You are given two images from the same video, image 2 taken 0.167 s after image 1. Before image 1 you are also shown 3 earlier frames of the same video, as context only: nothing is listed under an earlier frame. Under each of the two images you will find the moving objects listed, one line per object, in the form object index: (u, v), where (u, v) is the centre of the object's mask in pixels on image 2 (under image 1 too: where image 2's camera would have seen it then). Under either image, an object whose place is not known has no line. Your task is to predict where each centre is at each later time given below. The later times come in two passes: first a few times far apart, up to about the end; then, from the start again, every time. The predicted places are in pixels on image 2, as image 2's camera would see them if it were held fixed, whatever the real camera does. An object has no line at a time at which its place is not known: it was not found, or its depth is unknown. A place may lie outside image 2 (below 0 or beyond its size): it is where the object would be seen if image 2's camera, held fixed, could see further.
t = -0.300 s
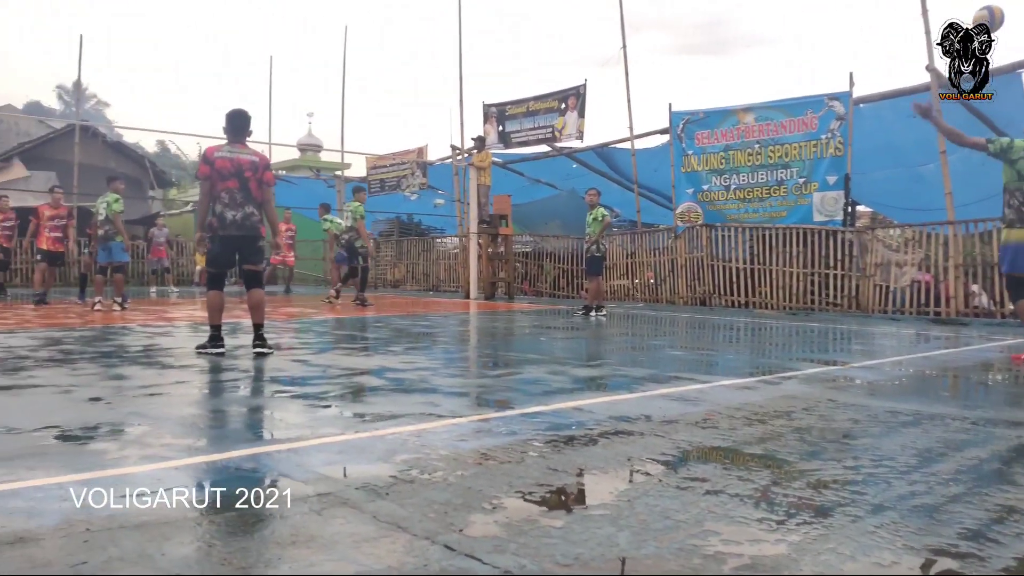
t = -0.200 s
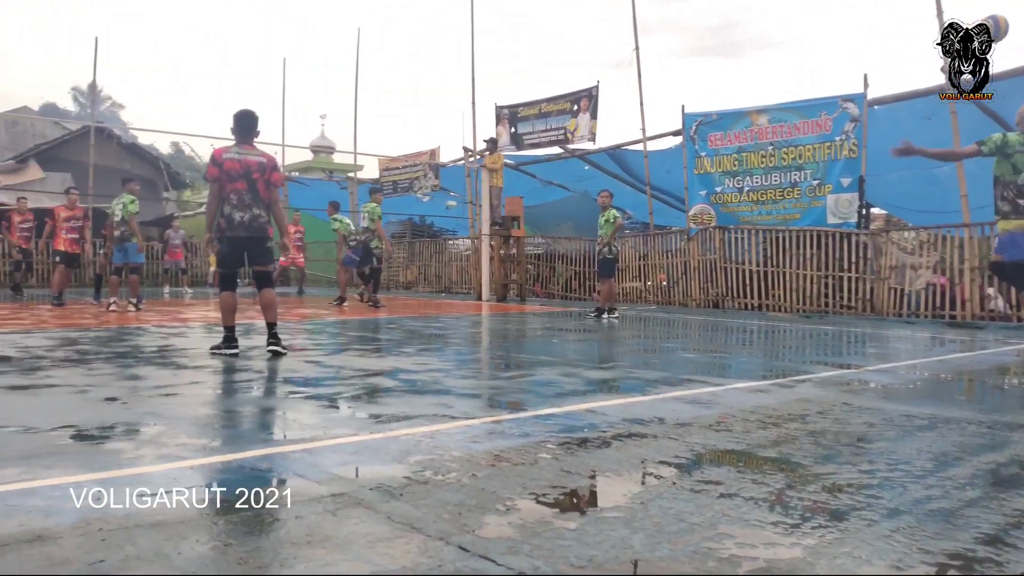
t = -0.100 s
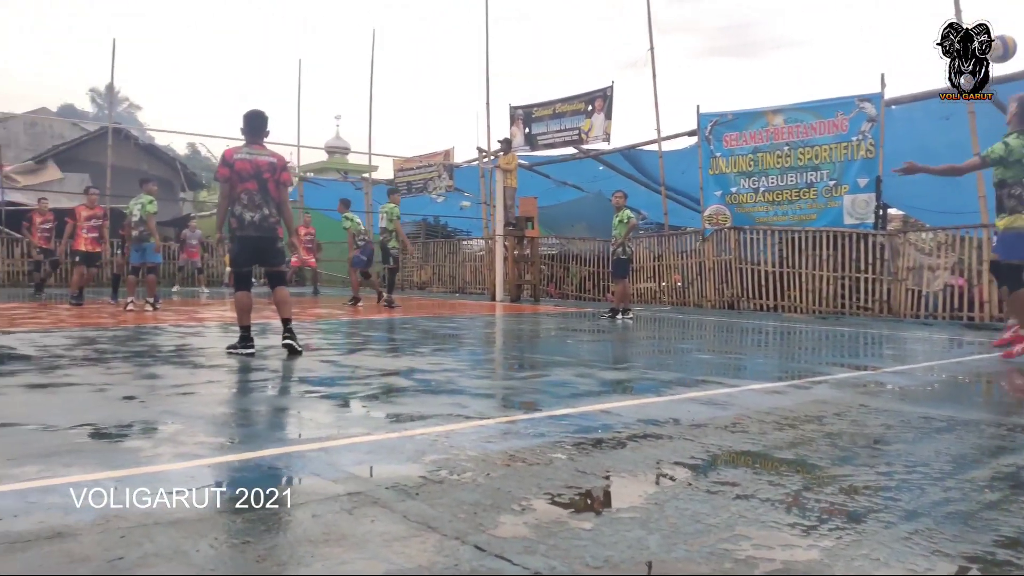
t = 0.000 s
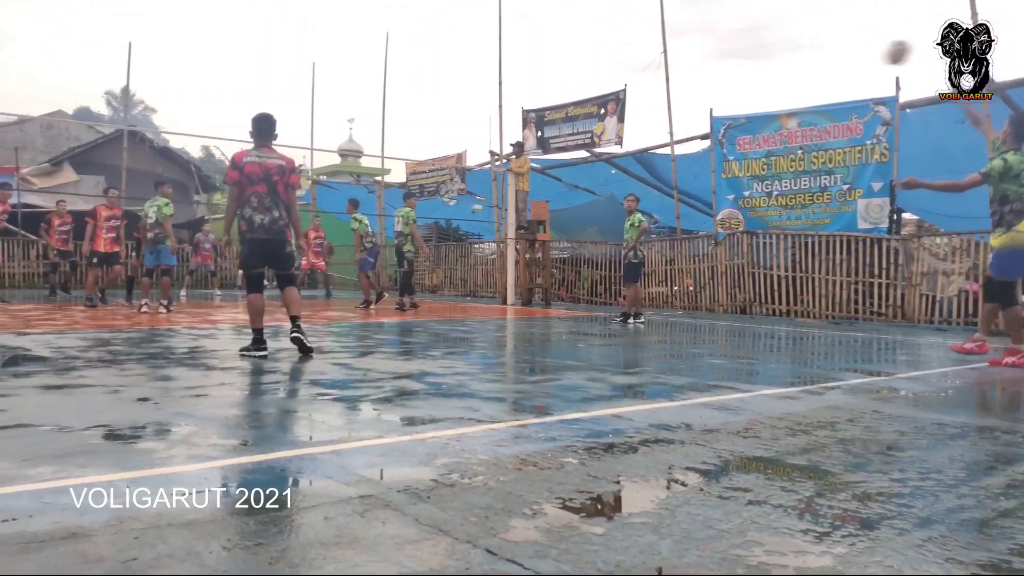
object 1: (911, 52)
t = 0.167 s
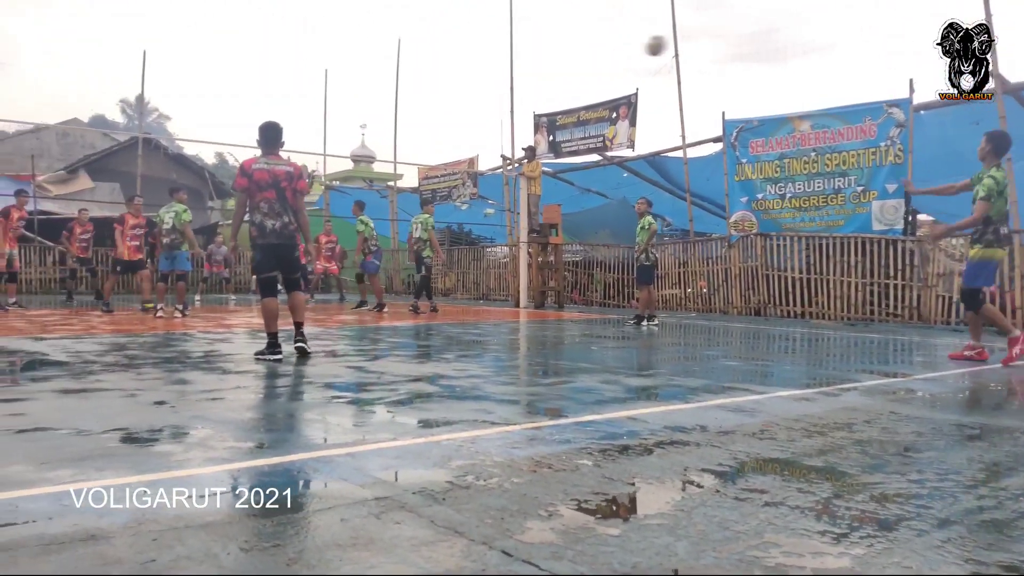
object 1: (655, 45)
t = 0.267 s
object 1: (546, 52)
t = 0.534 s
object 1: (346, 103)
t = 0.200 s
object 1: (615, 47)
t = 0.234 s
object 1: (579, 49)
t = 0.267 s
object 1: (546, 52)
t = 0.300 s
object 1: (514, 56)
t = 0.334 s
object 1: (485, 61)
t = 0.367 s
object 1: (457, 67)
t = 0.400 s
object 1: (432, 73)
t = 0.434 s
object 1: (407, 79)
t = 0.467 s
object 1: (385, 87)
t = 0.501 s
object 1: (366, 94)
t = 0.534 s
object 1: (346, 103)
